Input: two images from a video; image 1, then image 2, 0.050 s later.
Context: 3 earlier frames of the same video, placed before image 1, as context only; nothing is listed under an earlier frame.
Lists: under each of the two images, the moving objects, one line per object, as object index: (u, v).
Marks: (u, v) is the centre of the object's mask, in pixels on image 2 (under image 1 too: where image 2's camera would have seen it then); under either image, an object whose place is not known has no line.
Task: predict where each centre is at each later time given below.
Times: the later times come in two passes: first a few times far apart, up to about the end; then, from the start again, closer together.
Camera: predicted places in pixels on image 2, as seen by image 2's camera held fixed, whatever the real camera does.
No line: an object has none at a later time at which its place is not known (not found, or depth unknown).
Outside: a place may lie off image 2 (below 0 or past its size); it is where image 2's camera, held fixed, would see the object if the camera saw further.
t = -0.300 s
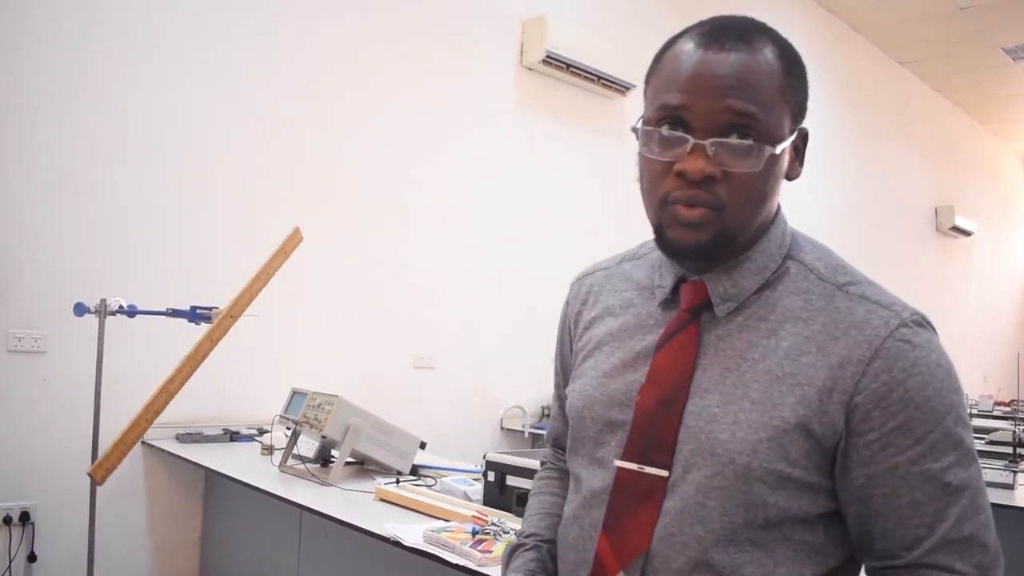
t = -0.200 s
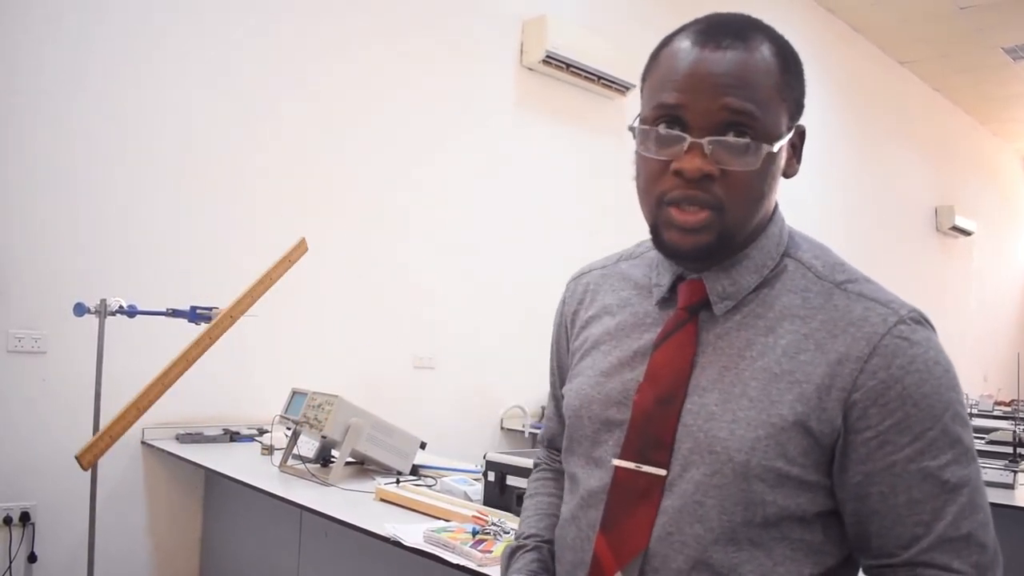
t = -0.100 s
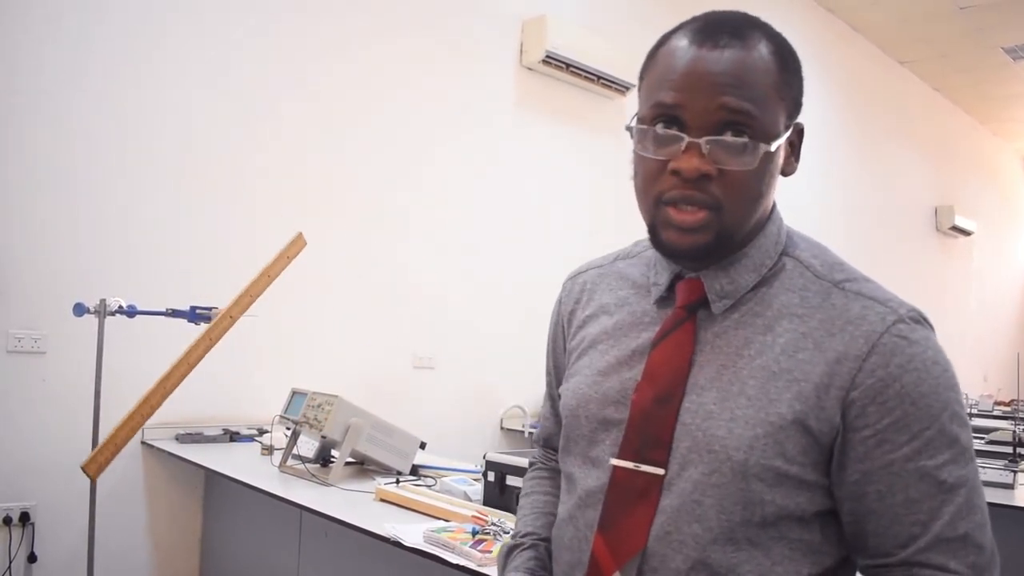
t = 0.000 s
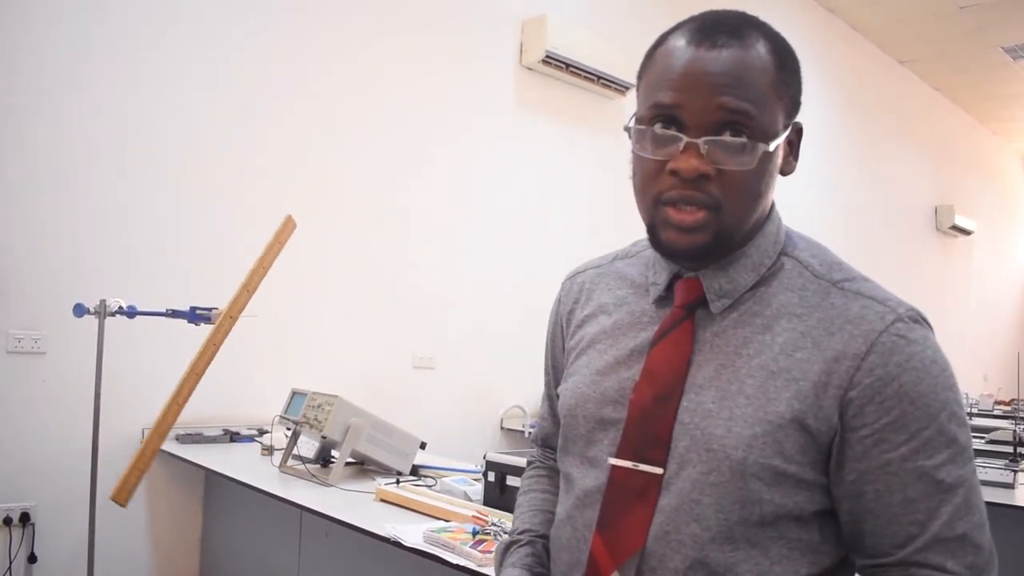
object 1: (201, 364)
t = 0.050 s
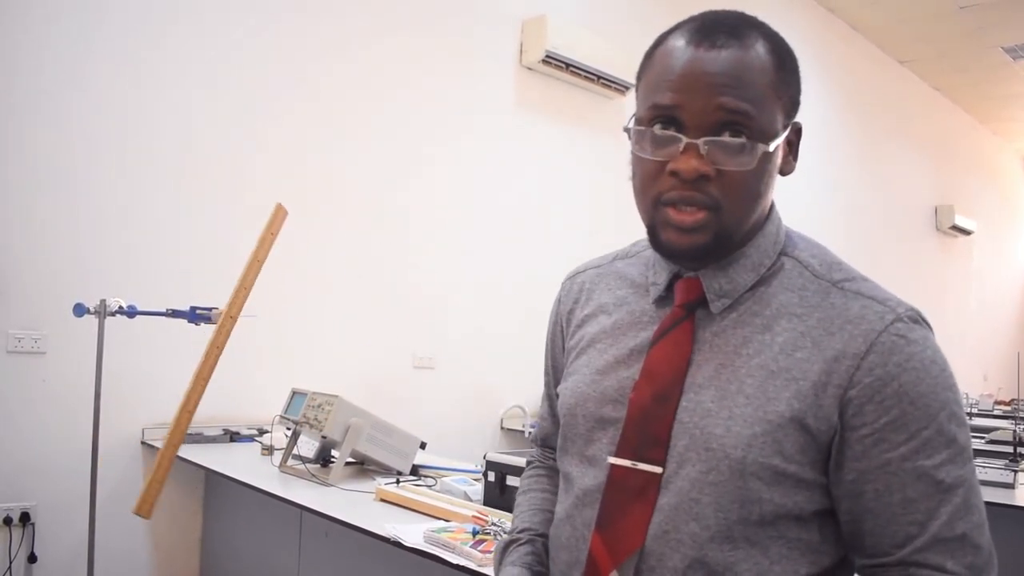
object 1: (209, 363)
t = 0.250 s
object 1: (234, 341)
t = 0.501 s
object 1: (231, 321)
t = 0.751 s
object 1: (234, 330)
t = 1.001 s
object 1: (218, 363)
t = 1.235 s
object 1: (190, 362)
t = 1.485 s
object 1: (204, 367)
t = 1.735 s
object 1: (234, 342)
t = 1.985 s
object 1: (232, 323)
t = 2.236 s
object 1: (235, 335)
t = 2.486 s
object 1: (218, 365)
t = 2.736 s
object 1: (194, 366)
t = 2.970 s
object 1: (210, 369)
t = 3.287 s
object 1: (236, 334)
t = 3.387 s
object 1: (234, 328)
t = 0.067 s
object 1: (211, 363)
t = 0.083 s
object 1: (214, 363)
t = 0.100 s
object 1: (216, 362)
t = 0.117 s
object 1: (219, 360)
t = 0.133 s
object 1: (221, 360)
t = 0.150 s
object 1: (224, 357)
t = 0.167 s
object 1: (227, 352)
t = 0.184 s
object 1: (228, 353)
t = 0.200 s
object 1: (230, 349)
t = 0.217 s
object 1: (232, 346)
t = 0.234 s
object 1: (233, 343)
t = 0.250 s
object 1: (234, 341)
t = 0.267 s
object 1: (234, 338)
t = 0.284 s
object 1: (234, 334)
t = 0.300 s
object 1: (235, 333)
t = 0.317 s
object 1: (235, 331)
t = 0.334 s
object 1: (235, 329)
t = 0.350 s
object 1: (234, 326)
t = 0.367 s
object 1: (234, 327)
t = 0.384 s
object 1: (233, 324)
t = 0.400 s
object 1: (233, 324)
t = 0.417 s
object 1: (233, 324)
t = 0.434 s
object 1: (232, 323)
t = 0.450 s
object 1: (232, 322)
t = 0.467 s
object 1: (231, 321)
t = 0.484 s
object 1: (231, 321)
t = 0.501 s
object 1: (231, 321)
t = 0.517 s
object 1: (231, 321)
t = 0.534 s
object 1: (231, 321)
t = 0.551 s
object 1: (231, 321)
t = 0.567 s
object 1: (231, 322)
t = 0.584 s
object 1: (232, 322)
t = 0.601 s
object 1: (231, 321)
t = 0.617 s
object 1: (232, 322)
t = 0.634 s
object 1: (232, 322)
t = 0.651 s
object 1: (233, 324)
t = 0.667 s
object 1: (232, 323)
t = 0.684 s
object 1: (233, 326)
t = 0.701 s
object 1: (233, 325)
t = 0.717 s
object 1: (233, 326)
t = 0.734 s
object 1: (234, 328)
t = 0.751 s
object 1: (234, 330)
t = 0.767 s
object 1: (234, 331)
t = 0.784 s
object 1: (234, 333)
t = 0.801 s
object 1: (234, 337)
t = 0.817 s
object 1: (234, 338)
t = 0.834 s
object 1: (233, 340)
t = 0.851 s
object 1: (233, 345)
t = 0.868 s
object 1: (232, 346)
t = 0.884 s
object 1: (231, 350)
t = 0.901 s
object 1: (230, 353)
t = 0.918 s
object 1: (228, 356)
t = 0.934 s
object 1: (227, 356)
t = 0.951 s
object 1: (225, 359)
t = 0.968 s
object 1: (222, 360)
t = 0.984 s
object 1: (220, 362)
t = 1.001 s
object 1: (218, 363)
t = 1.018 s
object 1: (215, 364)
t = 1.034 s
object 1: (213, 364)
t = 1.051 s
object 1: (211, 365)
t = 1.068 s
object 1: (208, 365)
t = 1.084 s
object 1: (206, 364)
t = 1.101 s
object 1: (204, 364)
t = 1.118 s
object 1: (202, 364)
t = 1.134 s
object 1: (199, 364)
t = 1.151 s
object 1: (197, 365)
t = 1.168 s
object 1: (195, 364)
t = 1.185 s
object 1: (194, 363)
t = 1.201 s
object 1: (193, 363)
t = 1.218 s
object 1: (192, 363)
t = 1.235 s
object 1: (190, 362)
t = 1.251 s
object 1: (190, 362)
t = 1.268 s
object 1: (190, 362)
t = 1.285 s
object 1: (190, 362)
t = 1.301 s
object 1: (190, 361)
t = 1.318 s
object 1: (189, 362)
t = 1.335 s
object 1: (190, 363)
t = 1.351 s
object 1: (190, 364)
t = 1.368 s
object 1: (191, 364)
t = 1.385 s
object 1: (193, 365)
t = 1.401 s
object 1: (194, 365)
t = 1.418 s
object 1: (196, 365)
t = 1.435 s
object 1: (197, 366)
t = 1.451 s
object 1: (200, 367)
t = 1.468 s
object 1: (202, 367)
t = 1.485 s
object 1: (204, 367)
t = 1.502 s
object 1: (207, 367)
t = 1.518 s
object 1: (209, 367)
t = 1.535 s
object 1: (211, 367)
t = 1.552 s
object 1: (214, 366)
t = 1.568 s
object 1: (216, 365)
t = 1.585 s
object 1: (219, 364)
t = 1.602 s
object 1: (221, 365)
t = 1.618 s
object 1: (224, 361)
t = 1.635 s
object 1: (226, 358)
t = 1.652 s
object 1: (228, 357)
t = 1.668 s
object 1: (230, 354)
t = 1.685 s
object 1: (231, 351)
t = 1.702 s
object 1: (232, 349)
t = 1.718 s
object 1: (233, 345)
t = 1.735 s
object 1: (234, 342)
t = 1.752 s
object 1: (234, 340)
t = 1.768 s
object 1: (235, 338)
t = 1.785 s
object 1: (235, 335)
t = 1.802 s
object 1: (235, 333)
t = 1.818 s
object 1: (235, 332)
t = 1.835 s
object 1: (234, 329)
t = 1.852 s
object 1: (235, 330)
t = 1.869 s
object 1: (234, 329)
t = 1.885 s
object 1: (234, 327)
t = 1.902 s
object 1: (233, 325)
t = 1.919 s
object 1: (233, 325)
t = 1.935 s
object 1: (233, 325)
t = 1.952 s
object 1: (232, 324)
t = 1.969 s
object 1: (233, 324)
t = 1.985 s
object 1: (232, 323)
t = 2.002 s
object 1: (232, 324)
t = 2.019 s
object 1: (233, 325)
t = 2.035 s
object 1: (232, 324)
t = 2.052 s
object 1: (232, 324)
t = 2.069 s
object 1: (233, 324)
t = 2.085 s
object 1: (233, 325)
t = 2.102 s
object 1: (233, 325)
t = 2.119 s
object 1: (233, 326)
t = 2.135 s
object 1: (233, 326)
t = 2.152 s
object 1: (234, 327)
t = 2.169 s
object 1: (234, 328)
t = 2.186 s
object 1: (235, 330)
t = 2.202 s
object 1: (235, 331)
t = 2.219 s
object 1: (235, 333)
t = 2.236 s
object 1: (235, 335)
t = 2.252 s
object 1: (235, 337)
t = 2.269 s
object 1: (235, 339)
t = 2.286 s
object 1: (235, 342)
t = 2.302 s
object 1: (235, 344)
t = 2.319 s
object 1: (234, 347)
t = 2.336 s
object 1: (234, 349)
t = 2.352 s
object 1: (233, 353)
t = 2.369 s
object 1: (231, 353)
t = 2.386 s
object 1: (230, 356)
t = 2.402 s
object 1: (228, 360)
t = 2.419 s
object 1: (226, 361)
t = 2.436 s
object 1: (224, 363)
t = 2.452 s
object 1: (222, 365)
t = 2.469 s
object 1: (220, 366)
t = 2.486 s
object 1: (218, 365)
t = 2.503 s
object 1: (216, 367)
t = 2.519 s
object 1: (214, 367)
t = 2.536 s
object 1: (211, 367)
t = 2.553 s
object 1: (209, 368)
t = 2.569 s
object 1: (207, 368)
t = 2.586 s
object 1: (206, 367)
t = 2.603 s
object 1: (204, 366)
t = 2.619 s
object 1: (202, 367)
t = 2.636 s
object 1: (199, 368)
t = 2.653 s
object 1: (198, 368)
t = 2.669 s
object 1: (196, 368)
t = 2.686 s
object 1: (196, 367)
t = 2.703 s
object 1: (195, 367)
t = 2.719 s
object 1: (194, 366)
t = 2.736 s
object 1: (194, 366)
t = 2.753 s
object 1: (194, 366)
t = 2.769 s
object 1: (195, 366)
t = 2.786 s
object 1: (195, 366)
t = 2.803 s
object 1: (195, 366)
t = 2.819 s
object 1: (195, 367)
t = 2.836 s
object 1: (196, 368)
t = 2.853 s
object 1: (197, 368)
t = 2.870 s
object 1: (198, 369)
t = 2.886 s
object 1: (200, 369)
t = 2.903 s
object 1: (202, 369)
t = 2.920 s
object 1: (204, 368)
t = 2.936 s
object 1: (207, 368)
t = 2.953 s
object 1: (208, 369)
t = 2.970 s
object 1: (210, 369)
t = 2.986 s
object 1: (213, 369)
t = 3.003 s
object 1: (215, 368)
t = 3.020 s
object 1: (217, 367)
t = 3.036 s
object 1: (220, 366)
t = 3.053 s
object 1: (222, 365)
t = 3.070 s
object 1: (225, 364)
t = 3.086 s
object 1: (227, 360)
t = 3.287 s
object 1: (236, 334)
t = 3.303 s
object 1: (236, 333)
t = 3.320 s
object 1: (236, 332)
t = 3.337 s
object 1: (234, 330)
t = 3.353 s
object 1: (234, 328)
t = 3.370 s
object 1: (234, 328)
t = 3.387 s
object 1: (234, 328)
